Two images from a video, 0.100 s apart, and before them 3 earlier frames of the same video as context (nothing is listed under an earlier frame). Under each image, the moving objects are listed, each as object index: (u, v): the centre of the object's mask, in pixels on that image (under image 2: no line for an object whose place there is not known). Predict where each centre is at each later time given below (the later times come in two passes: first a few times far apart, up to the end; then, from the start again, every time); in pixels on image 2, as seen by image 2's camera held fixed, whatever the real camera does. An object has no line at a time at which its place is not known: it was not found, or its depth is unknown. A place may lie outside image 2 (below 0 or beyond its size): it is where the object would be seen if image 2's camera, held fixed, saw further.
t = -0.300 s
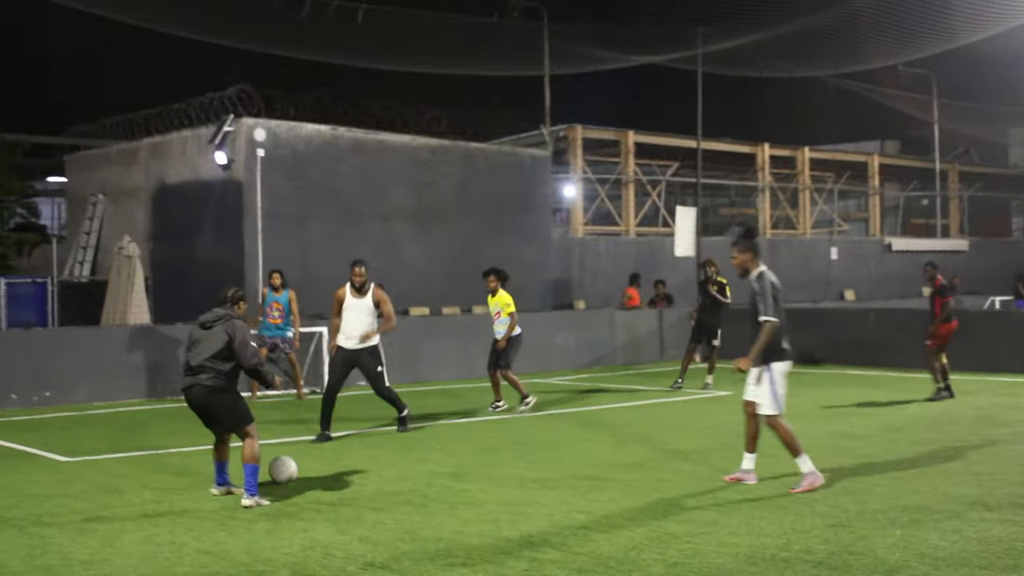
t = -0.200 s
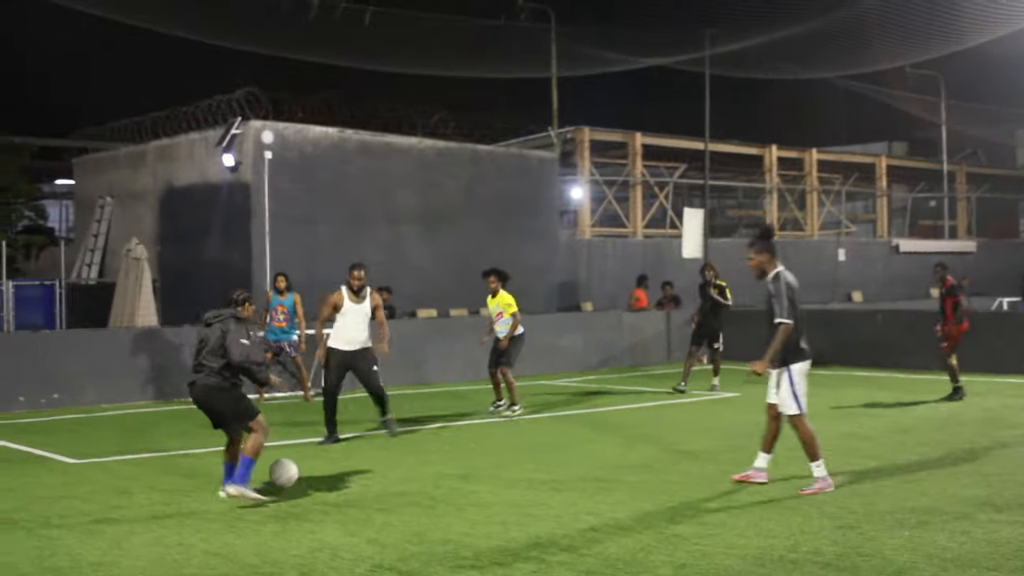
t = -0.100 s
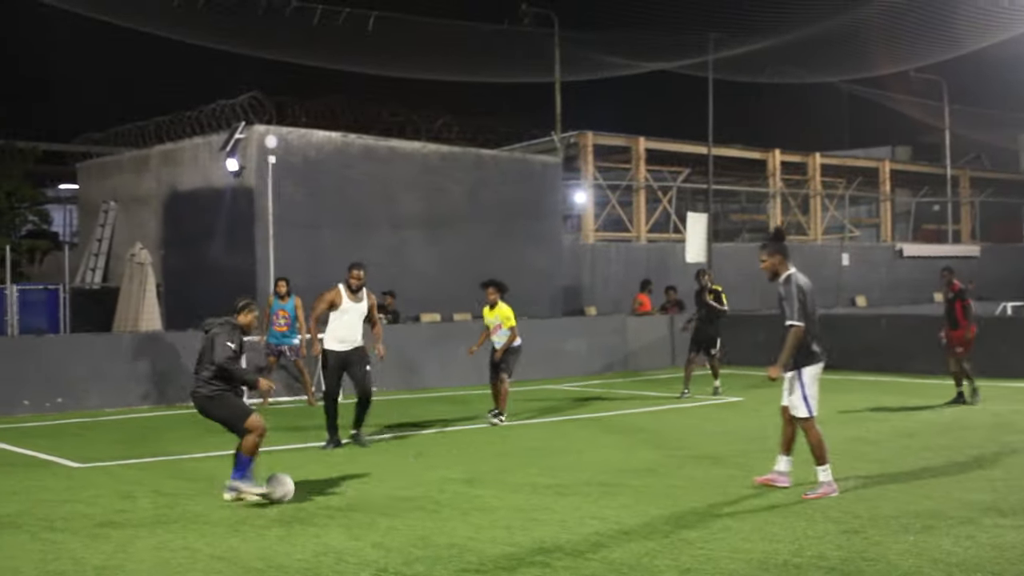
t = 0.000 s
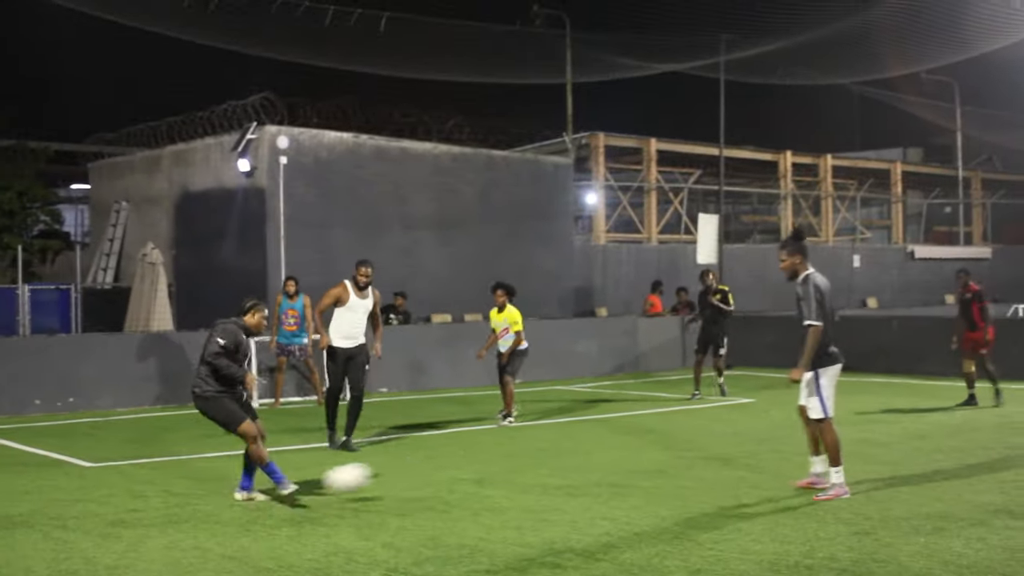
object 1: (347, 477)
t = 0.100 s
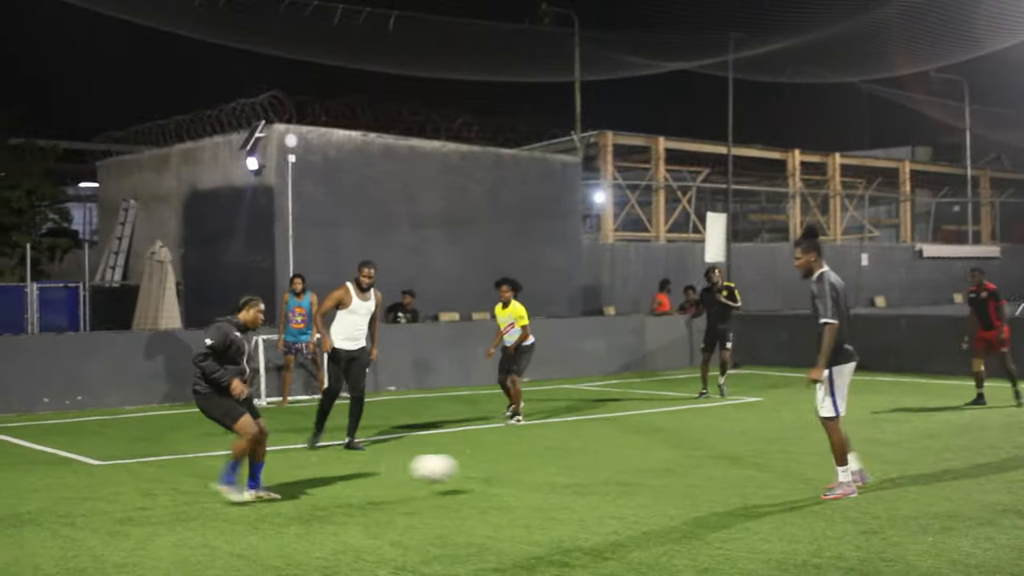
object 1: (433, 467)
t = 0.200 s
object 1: (509, 475)
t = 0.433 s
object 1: (651, 460)
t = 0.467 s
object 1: (670, 464)
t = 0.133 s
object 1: (459, 468)
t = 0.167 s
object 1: (484, 471)
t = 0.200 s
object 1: (509, 475)
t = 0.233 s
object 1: (533, 476)
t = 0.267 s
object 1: (553, 469)
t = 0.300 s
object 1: (573, 465)
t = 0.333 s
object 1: (592, 461)
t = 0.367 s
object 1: (611, 459)
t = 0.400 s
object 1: (631, 458)
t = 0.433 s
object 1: (651, 460)
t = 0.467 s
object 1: (670, 464)
